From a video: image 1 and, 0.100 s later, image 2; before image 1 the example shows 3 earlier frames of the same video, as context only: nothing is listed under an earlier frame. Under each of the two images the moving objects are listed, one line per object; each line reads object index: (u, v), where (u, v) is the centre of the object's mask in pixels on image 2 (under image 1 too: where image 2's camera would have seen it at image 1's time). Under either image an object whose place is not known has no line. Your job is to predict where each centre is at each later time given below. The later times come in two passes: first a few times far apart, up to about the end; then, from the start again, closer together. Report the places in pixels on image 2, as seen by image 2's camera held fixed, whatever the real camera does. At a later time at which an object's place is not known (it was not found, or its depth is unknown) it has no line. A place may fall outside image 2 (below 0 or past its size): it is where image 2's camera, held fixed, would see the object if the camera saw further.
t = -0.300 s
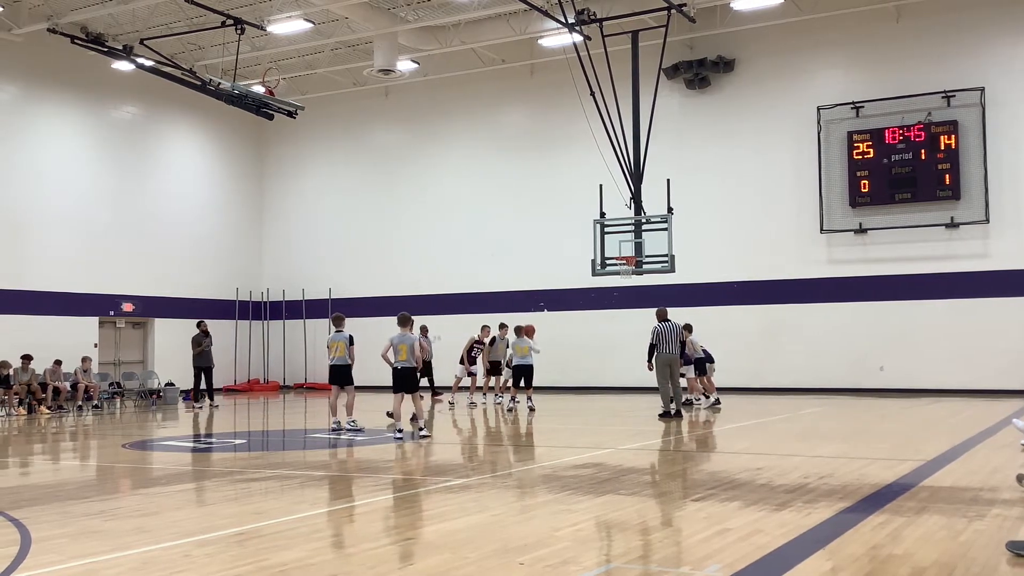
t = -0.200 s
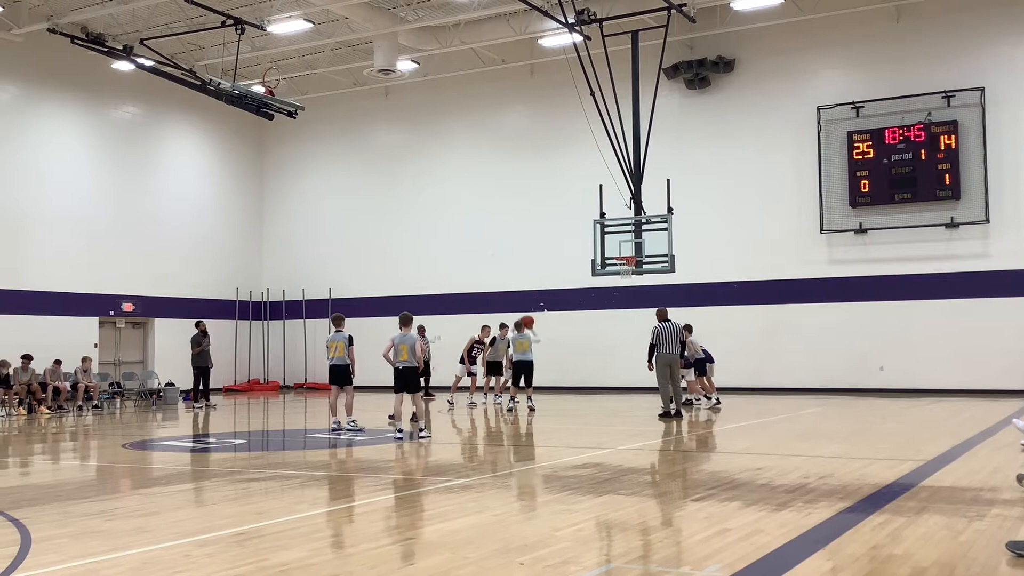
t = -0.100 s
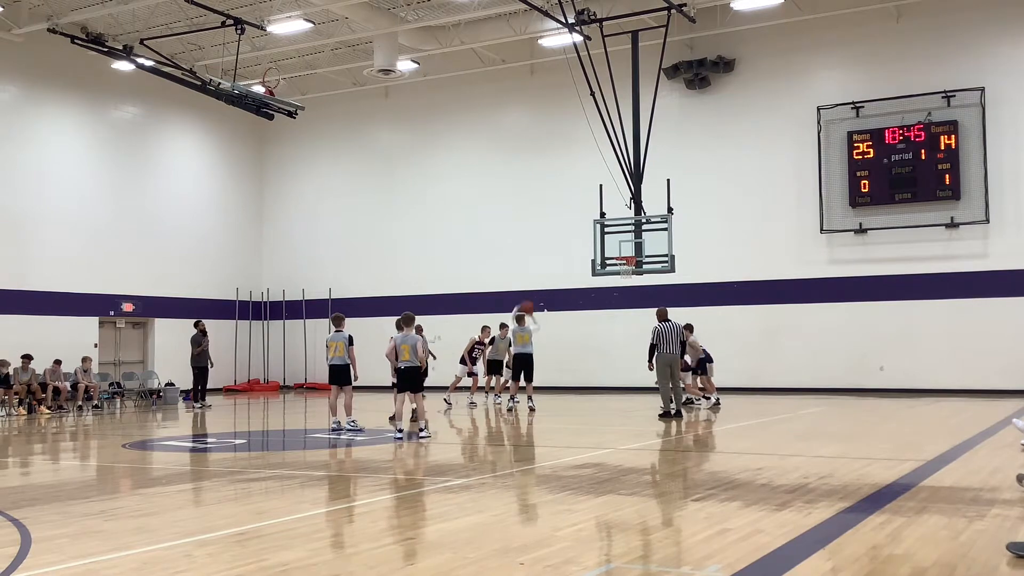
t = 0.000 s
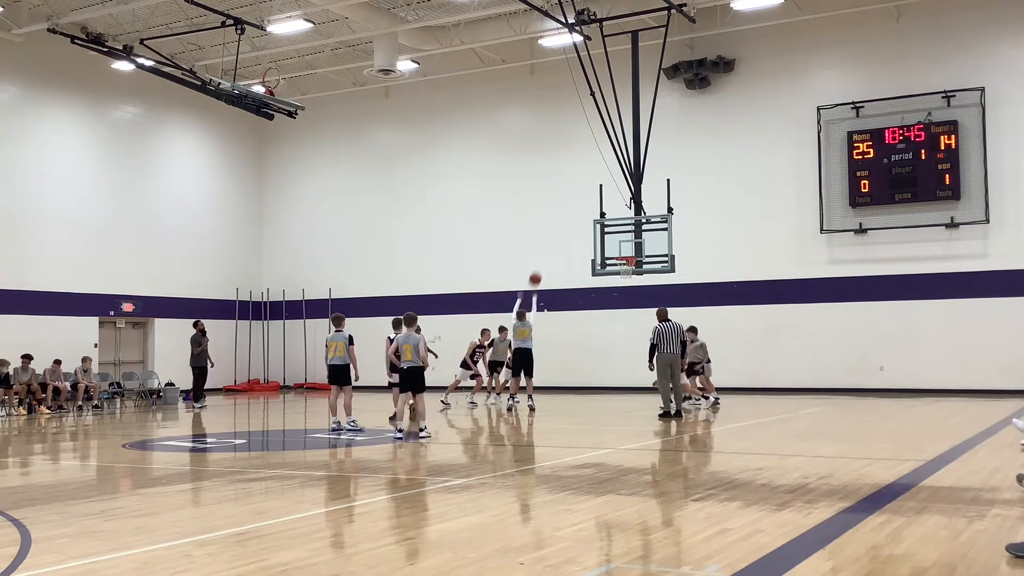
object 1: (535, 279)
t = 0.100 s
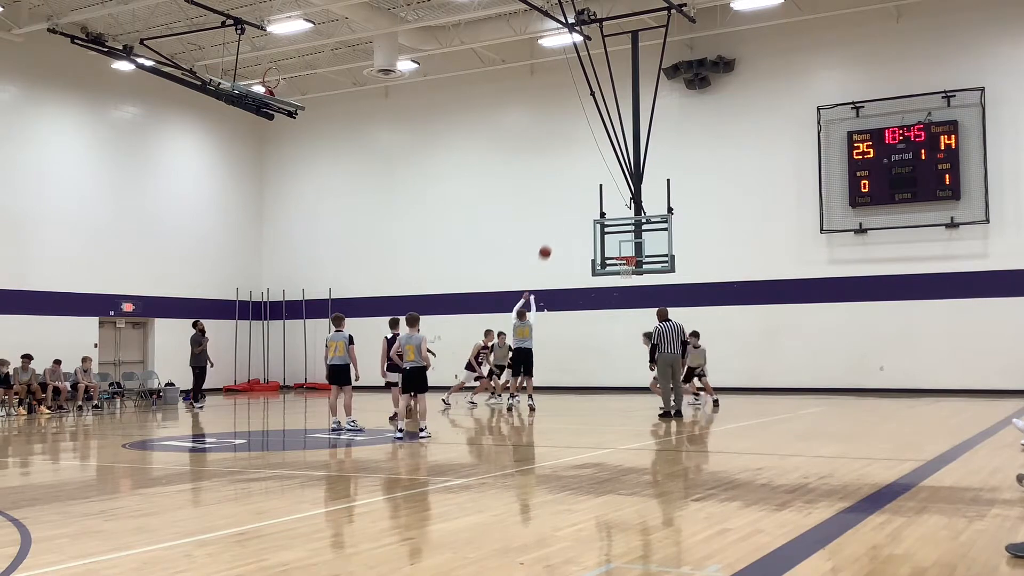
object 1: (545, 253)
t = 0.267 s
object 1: (560, 221)
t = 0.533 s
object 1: (583, 202)
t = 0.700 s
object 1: (597, 207)
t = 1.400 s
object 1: (624, 269)
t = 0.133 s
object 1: (548, 245)
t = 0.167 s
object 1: (551, 238)
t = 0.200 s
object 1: (554, 232)
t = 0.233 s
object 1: (557, 226)
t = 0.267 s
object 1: (560, 221)
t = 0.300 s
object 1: (563, 217)
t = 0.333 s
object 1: (566, 213)
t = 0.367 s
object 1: (569, 210)
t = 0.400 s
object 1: (572, 207)
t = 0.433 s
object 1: (575, 205)
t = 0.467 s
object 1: (578, 203)
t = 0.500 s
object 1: (581, 202)
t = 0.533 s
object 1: (583, 202)
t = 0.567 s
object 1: (586, 202)
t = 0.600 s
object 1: (589, 203)
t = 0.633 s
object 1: (592, 204)
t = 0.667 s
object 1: (594, 205)
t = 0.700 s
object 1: (597, 207)
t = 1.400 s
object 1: (624, 269)
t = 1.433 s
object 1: (623, 272)
